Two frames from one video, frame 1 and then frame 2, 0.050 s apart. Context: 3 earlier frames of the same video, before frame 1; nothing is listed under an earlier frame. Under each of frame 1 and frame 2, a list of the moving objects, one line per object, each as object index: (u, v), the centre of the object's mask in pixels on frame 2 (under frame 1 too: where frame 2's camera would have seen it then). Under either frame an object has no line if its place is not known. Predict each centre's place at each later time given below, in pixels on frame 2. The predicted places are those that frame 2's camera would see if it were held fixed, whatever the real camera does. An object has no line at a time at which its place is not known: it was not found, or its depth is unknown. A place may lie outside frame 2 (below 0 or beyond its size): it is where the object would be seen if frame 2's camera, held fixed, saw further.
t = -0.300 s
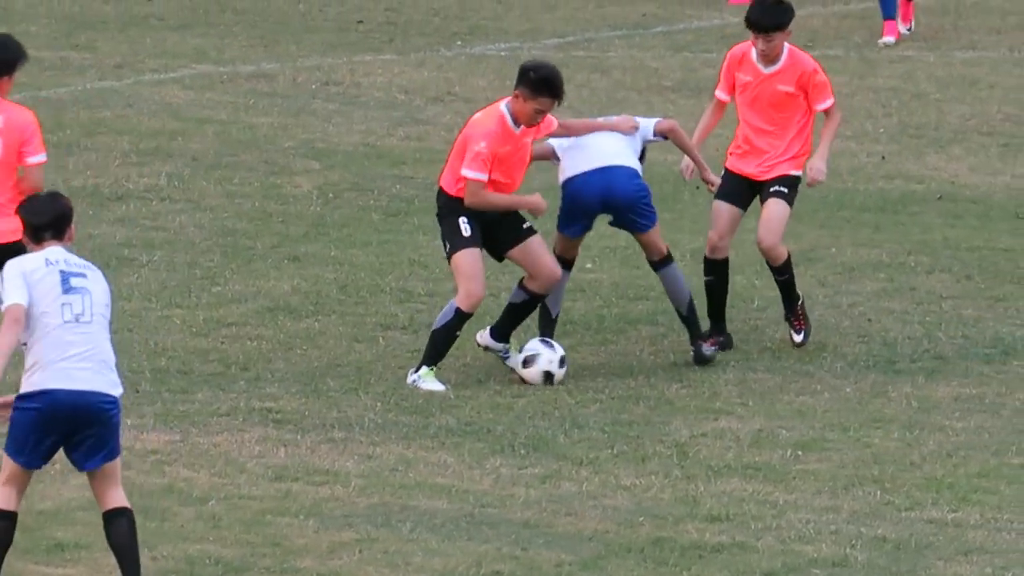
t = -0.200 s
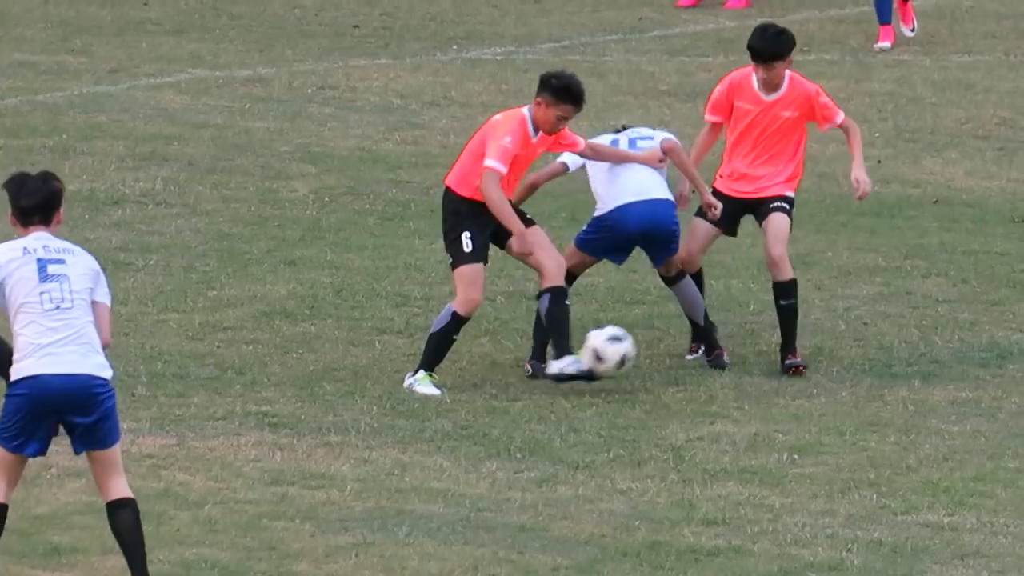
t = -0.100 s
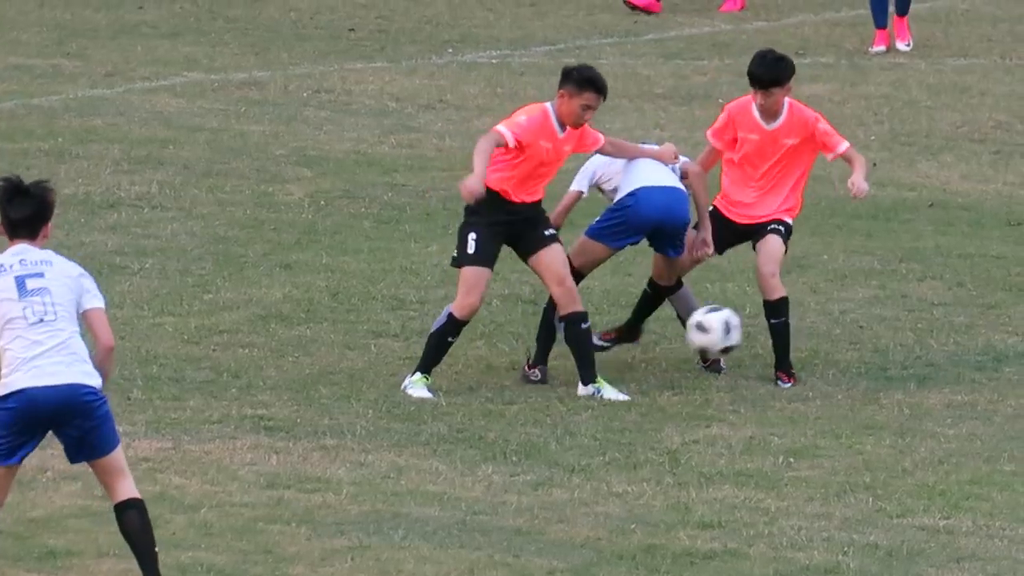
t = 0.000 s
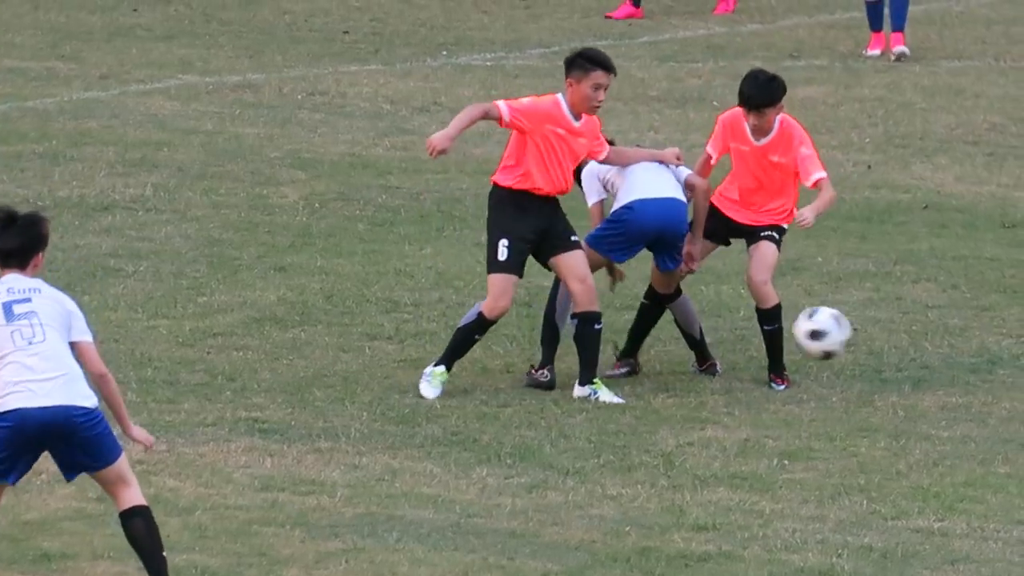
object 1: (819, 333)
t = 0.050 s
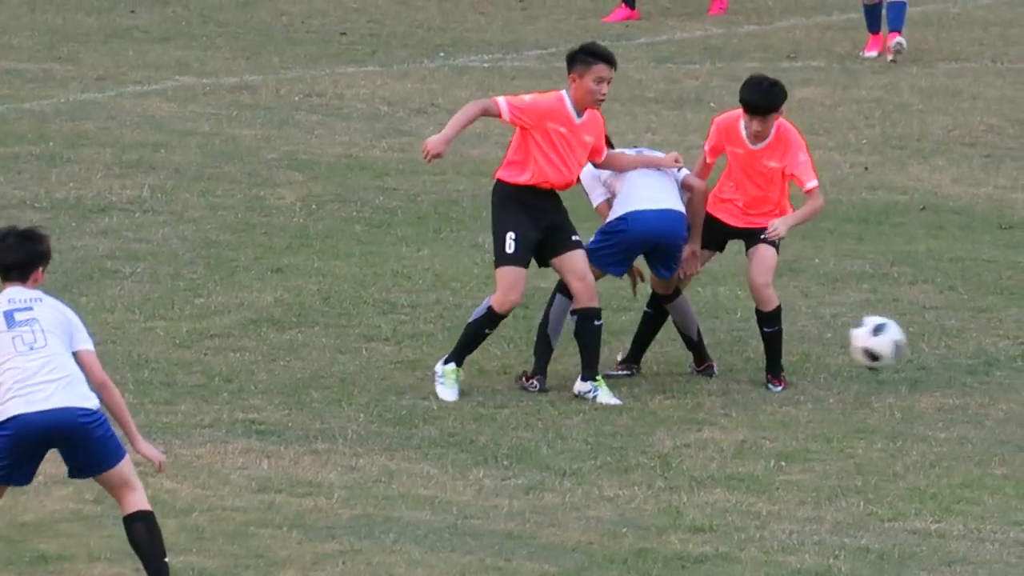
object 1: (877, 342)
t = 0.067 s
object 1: (896, 346)
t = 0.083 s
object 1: (914, 351)
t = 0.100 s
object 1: (934, 356)
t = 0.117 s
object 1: (954, 363)
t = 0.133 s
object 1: (974, 370)
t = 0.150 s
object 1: (993, 377)
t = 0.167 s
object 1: (1006, 384)
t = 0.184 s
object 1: (1023, 394)
